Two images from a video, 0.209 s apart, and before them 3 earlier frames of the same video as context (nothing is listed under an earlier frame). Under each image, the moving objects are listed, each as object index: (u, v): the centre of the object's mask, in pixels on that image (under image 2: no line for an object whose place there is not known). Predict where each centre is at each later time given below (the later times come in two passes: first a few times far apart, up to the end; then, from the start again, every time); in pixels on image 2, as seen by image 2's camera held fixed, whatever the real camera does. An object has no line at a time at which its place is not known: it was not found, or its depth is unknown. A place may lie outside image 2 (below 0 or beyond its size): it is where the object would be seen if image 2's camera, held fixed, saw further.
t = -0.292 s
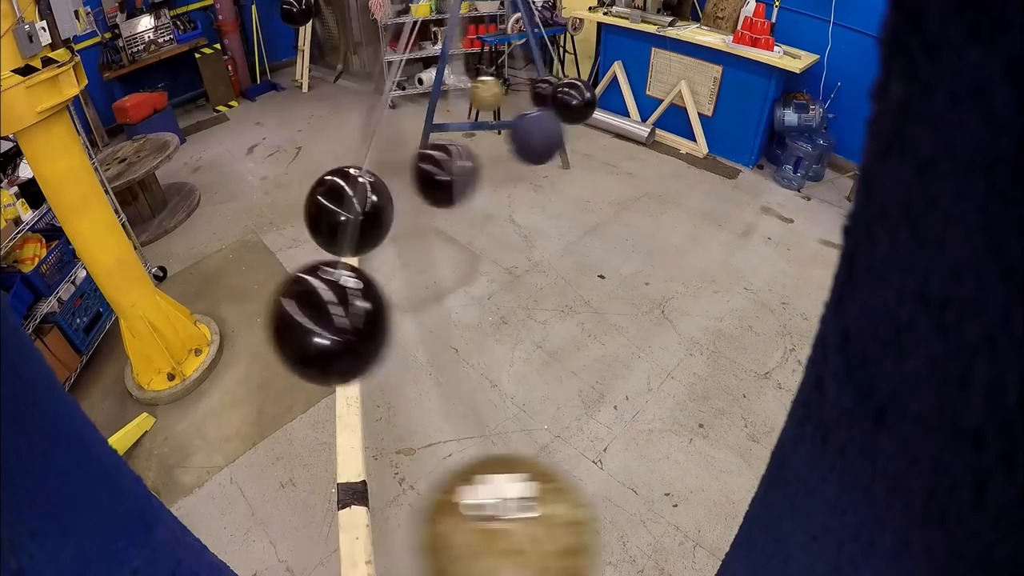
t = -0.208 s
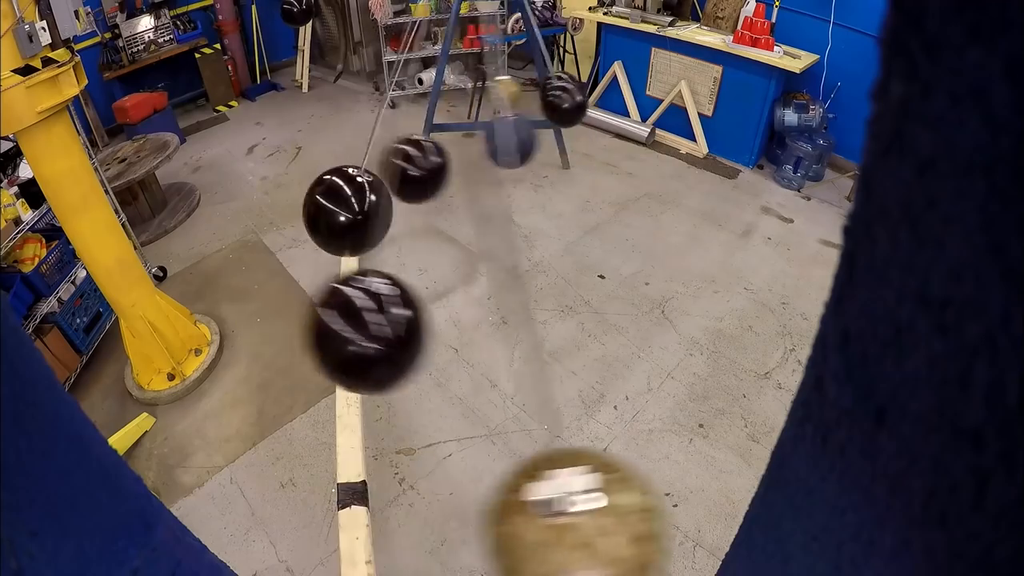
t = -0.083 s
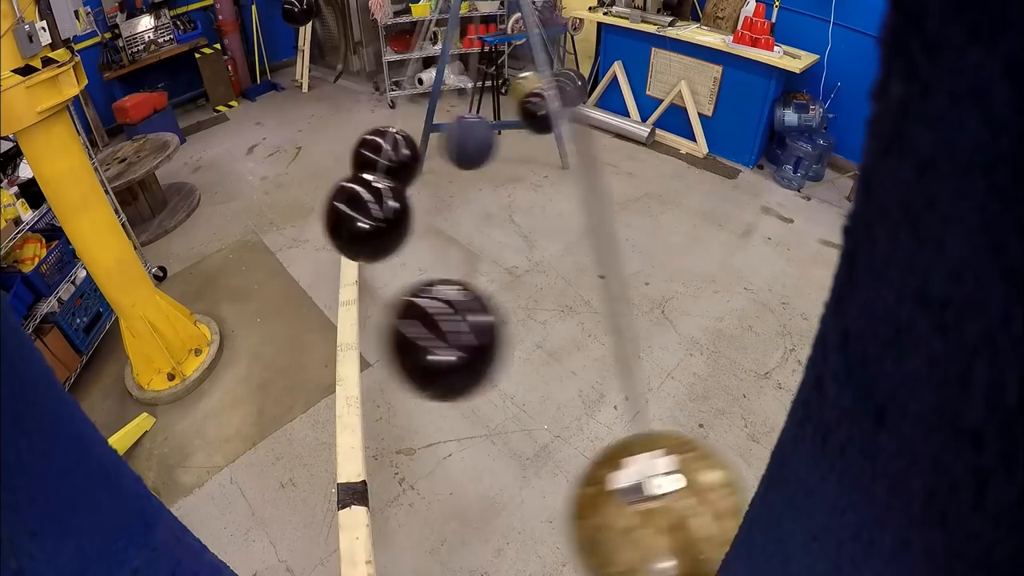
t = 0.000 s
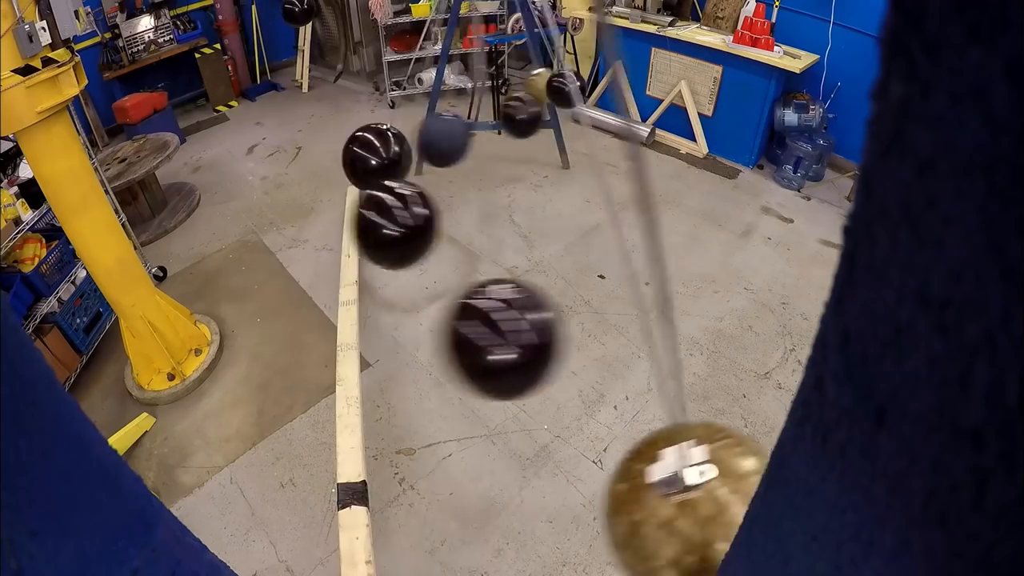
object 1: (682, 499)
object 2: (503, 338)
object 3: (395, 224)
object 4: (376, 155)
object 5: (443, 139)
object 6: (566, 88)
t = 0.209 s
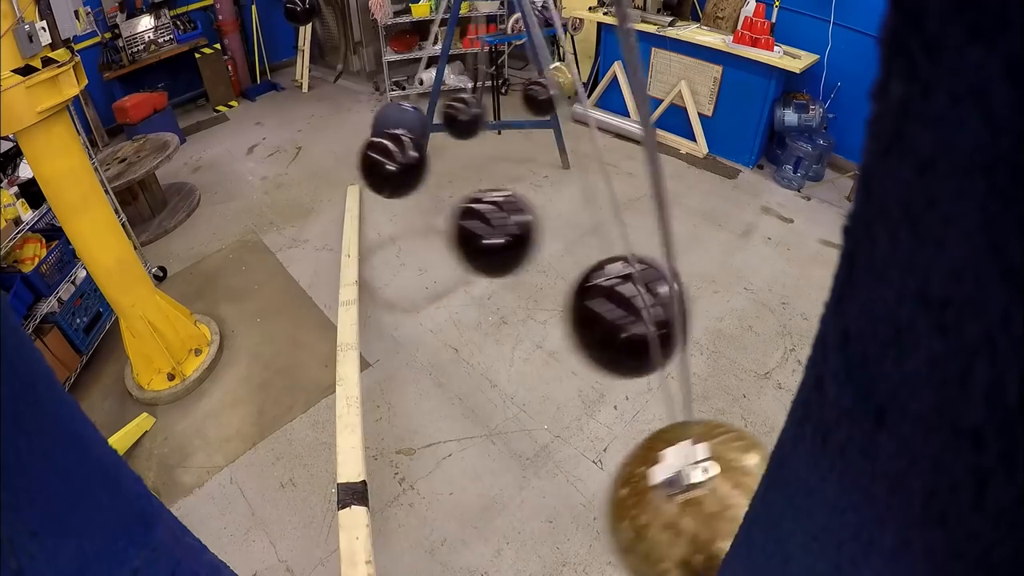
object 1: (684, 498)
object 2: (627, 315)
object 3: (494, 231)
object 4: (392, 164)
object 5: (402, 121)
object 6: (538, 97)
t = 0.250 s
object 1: (674, 501)
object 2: (644, 310)
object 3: (516, 230)
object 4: (403, 166)
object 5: (395, 121)
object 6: (534, 99)
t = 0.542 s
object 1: (479, 522)
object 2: (656, 307)
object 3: (621, 205)
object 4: (509, 174)
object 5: (420, 135)
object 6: (465, 103)
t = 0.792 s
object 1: (306, 514)
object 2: (525, 336)
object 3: (610, 212)
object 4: (585, 151)
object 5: (495, 142)
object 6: (420, 83)
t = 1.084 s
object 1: (304, 514)
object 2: (344, 327)
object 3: (486, 231)
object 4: (593, 157)
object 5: (567, 121)
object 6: (425, 95)
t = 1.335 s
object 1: (475, 522)
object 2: (307, 317)
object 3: (378, 220)
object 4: (518, 173)
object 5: (581, 123)
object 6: (469, 102)
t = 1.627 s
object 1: (671, 503)
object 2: (439, 338)
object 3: (358, 214)
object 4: (411, 166)
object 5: (518, 139)
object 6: (535, 97)
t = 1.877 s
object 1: (681, 499)
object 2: (601, 322)
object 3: (449, 231)
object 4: (377, 158)
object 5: (439, 139)
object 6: (562, 89)
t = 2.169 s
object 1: (514, 521)
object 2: (671, 301)
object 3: (586, 218)
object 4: (436, 173)
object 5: (395, 128)
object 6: (545, 95)
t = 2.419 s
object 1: (326, 516)
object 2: (585, 326)
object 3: (628, 206)
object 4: (534, 171)
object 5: (423, 135)
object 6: (492, 104)
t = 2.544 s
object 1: (283, 510)
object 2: (502, 338)
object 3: (611, 213)
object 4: (572, 158)
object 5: (458, 141)
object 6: (461, 100)
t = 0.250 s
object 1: (674, 501)
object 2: (644, 310)
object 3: (516, 230)
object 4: (403, 166)
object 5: (395, 121)
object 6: (534, 99)
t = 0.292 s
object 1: (661, 506)
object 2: (658, 306)
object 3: (537, 227)
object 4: (414, 169)
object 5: (391, 123)
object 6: (525, 99)
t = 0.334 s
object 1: (642, 512)
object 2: (668, 303)
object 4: (428, 171)
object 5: (393, 126)
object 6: (519, 99)
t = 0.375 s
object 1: (615, 515)
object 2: (673, 301)
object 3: (573, 221)
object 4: (443, 173)
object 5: (396, 128)
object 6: (507, 102)
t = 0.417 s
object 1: (584, 517)
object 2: (675, 300)
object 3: (589, 217)
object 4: (459, 174)
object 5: (399, 129)
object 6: (493, 105)
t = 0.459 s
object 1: (552, 520)
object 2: (672, 301)
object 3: (601, 214)
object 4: (477, 175)
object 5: (404, 130)
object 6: (486, 102)
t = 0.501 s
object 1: (518, 522)
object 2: (666, 303)
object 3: (612, 209)
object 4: (493, 175)
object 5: (411, 132)
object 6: (474, 103)
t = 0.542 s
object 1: (479, 522)
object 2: (656, 307)
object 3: (621, 205)
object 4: (509, 174)
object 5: (420, 135)
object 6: (465, 103)
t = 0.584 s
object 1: (448, 521)
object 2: (642, 312)
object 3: (627, 206)
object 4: (526, 172)
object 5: (430, 136)
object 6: (459, 101)
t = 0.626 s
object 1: (411, 521)
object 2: (624, 317)
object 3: (629, 205)
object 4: (541, 170)
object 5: (444, 139)
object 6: (446, 98)
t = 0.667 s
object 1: (379, 520)
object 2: (604, 322)
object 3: (629, 205)
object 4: (556, 166)
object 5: (453, 140)
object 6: (444, 96)
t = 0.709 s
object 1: (350, 518)
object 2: (580, 327)
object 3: (626, 206)
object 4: (566, 162)
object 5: (467, 142)
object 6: (440, 95)
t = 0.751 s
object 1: (325, 516)
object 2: (554, 332)
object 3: (620, 209)
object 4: (577, 156)
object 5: (480, 142)
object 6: (436, 89)
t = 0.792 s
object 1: (306, 514)
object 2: (525, 336)
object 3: (610, 212)
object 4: (585, 151)
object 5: (495, 142)
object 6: (420, 83)
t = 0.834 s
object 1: (291, 512)
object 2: (496, 339)
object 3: (598, 216)
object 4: (595, 151)
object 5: (507, 141)
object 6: (414, 88)
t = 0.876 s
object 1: (282, 509)
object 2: (467, 339)
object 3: (584, 220)
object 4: (601, 151)
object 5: (521, 139)
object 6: (414, 91)
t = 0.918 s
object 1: (277, 508)
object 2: (438, 338)
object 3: (567, 223)
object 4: (603, 152)
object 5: (533, 137)
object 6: (416, 92)
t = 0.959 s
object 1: (277, 508)
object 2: (412, 336)
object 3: (549, 226)
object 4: (604, 151)
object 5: (545, 134)
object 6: (415, 92)
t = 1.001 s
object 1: (281, 509)
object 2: (387, 334)
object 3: (529, 229)
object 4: (603, 152)
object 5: (554, 130)
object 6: (418, 93)
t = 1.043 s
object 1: (289, 511)
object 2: (364, 331)
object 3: (507, 231)
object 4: (599, 154)
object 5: (558, 127)
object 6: (421, 94)
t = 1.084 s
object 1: (304, 514)
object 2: (344, 327)
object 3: (486, 231)
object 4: (593, 157)
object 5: (567, 121)
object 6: (425, 95)
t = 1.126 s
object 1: (324, 516)
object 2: (328, 323)
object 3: (464, 231)
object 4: (585, 160)
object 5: (577, 116)
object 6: (430, 96)
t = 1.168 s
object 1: (348, 517)
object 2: (315, 319)
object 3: (443, 231)
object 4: (574, 163)
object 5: (588, 116)
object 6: (436, 98)
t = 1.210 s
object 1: (375, 520)
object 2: (307, 317)
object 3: (424, 228)
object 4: (562, 166)
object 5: (586, 119)
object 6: (443, 99)
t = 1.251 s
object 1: (407, 521)
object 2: (303, 316)
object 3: (406, 226)
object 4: (549, 169)
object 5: (585, 121)
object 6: (452, 101)
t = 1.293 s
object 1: (444, 522)
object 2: (303, 316)
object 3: (391, 222)
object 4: (534, 171)
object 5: (585, 122)
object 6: (460, 102)
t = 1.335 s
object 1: (475, 522)
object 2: (307, 317)
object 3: (378, 220)
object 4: (518, 173)
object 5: (581, 123)
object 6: (469, 102)
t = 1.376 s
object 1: (513, 522)
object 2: (315, 319)
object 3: (364, 216)
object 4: (502, 174)
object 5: (577, 124)
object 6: (478, 103)
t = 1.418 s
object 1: (547, 520)
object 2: (328, 322)
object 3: (356, 214)
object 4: (486, 175)
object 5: (571, 127)
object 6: (499, 103)
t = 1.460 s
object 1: (578, 518)
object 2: (344, 326)
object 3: (351, 212)
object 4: (469, 175)
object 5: (563, 129)
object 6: (500, 102)
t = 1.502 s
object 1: (608, 515)
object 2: (364, 331)
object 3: (348, 211)
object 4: (451, 174)
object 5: (557, 131)
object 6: (503, 104)
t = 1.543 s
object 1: (635, 512)
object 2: (388, 334)
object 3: (349, 211)
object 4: (437, 172)
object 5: (544, 135)
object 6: (515, 100)
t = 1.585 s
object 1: (657, 508)
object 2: (413, 337)
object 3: (352, 212)
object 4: (422, 170)
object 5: (531, 137)
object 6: (527, 96)
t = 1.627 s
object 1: (671, 503)
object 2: (439, 338)
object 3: (358, 214)
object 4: (411, 166)
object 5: (518, 139)
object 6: (535, 97)
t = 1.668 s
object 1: (681, 499)
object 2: (468, 339)
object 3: (367, 217)
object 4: (401, 160)
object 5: (505, 141)
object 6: (540, 94)
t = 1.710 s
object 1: (687, 496)
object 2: (497, 338)
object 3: (379, 220)
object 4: (391, 157)
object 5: (491, 142)
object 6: (543, 89)
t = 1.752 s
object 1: (690, 495)
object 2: (526, 335)
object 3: (394, 224)
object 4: (382, 156)
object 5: (479, 142)
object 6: (567, 81)
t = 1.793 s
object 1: (690, 495)
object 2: (553, 331)
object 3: (411, 226)
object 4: (378, 158)
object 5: (465, 142)
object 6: (567, 85)
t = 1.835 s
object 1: (687, 496)
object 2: (578, 327)
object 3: (429, 229)
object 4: (377, 158)
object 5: (453, 141)
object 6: (565, 88)
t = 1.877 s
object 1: (681, 499)
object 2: (601, 322)
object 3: (449, 231)
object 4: (377, 158)
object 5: (439, 139)
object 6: (562, 89)
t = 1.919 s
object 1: (672, 503)
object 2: (623, 317)
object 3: (469, 231)
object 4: (378, 159)
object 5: (430, 136)
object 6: (570, 86)
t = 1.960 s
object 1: (658, 508)
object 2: (640, 312)
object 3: (491, 231)
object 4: (382, 161)
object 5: (422, 133)
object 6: (575, 85)
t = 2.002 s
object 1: (638, 512)
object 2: (654, 307)
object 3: (512, 230)
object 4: (389, 163)
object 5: (415, 128)
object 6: (562, 92)
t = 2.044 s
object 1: (610, 515)
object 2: (664, 304)
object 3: (535, 228)
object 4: (399, 166)
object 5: (406, 123)
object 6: (560, 91)
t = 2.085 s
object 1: (580, 518)
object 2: (670, 302)
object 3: (551, 226)
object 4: (410, 168)
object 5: (396, 122)
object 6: (558, 92)
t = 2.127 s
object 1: (547, 520)
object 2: (673, 301)
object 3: (570, 222)
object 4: (422, 171)
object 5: (394, 126)
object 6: (552, 91)
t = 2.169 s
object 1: (514, 521)
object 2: (671, 301)
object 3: (586, 218)
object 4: (436, 173)
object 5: (395, 128)
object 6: (545, 95)
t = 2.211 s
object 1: (477, 522)
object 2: (666, 303)
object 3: (600, 214)
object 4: (452, 174)
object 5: (395, 128)
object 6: (536, 97)
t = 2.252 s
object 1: (444, 521)
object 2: (657, 307)
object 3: (610, 210)
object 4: (470, 175)
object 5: (397, 128)
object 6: (529, 99)
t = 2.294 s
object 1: (407, 521)
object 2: (643, 312)
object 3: (620, 208)
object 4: (486, 175)
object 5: (401, 130)
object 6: (522, 100)
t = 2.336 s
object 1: (377, 520)
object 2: (626, 316)
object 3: (625, 206)
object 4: (502, 174)
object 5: (407, 131)
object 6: (512, 103)
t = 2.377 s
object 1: (350, 518)
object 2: (607, 321)
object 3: (628, 205)
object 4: (518, 173)
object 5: (414, 133)
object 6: (502, 103)
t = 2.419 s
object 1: (326, 516)
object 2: (585, 326)
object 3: (628, 206)
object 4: (534, 171)
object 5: (423, 135)
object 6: (492, 104)
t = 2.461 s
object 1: (306, 514)
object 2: (558, 332)
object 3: (625, 207)
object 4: (548, 168)
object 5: (433, 138)
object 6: (481, 104)
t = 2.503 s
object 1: (292, 512)
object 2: (531, 335)
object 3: (620, 209)
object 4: (561, 164)
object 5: (445, 140)
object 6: (472, 103)
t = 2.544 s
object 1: (283, 510)
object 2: (502, 338)
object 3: (611, 213)
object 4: (572, 158)
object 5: (458, 141)
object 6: (461, 100)
